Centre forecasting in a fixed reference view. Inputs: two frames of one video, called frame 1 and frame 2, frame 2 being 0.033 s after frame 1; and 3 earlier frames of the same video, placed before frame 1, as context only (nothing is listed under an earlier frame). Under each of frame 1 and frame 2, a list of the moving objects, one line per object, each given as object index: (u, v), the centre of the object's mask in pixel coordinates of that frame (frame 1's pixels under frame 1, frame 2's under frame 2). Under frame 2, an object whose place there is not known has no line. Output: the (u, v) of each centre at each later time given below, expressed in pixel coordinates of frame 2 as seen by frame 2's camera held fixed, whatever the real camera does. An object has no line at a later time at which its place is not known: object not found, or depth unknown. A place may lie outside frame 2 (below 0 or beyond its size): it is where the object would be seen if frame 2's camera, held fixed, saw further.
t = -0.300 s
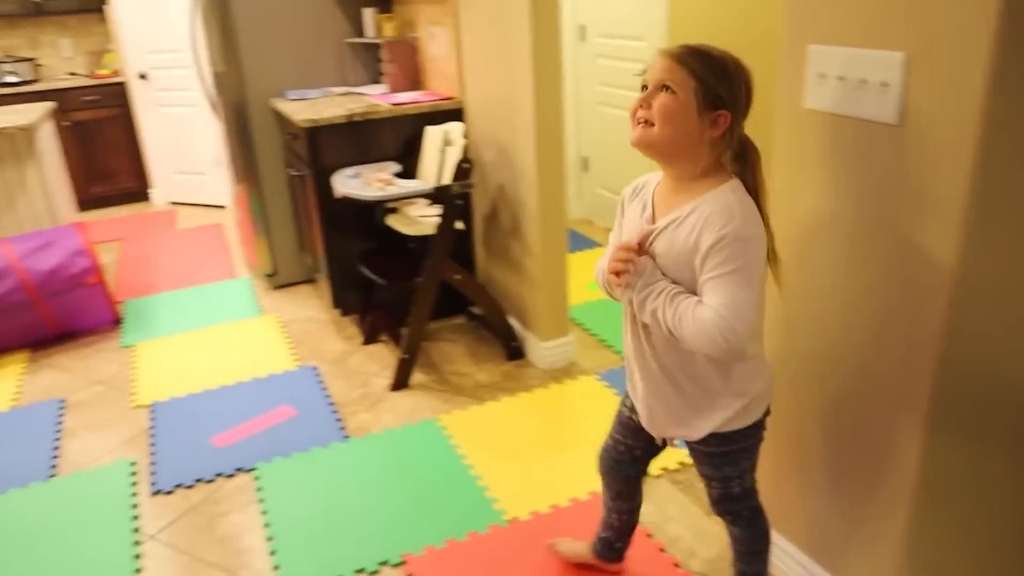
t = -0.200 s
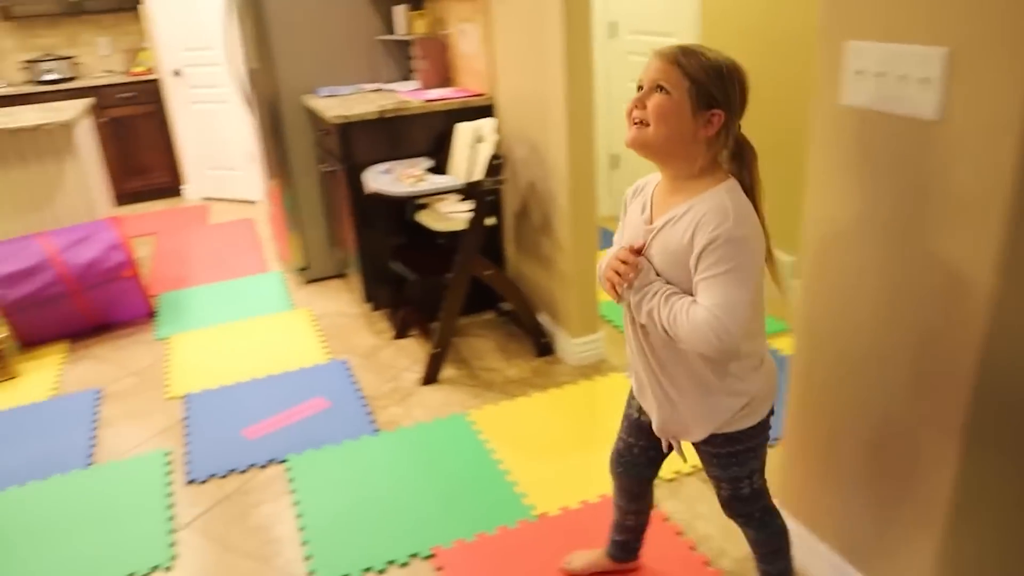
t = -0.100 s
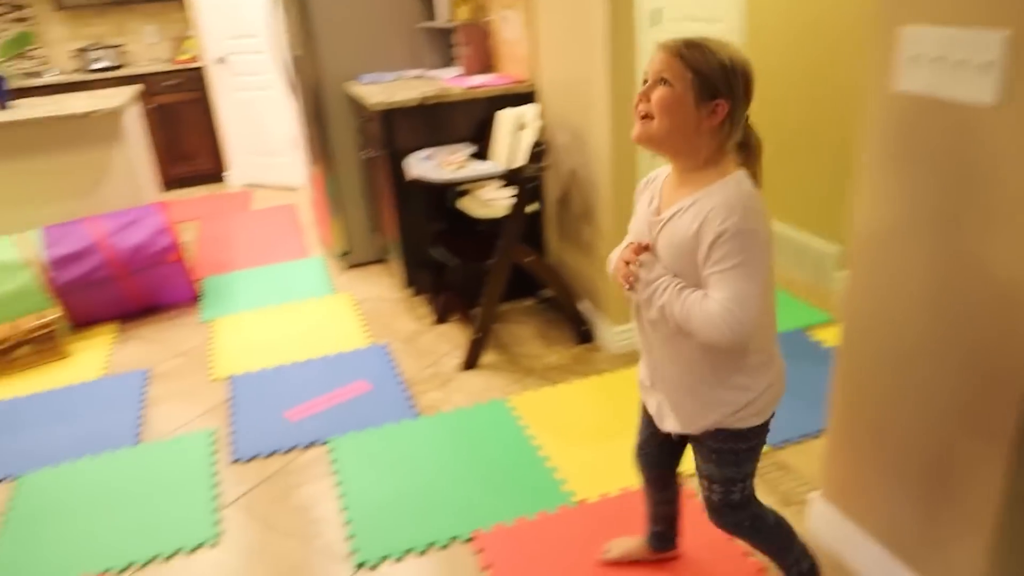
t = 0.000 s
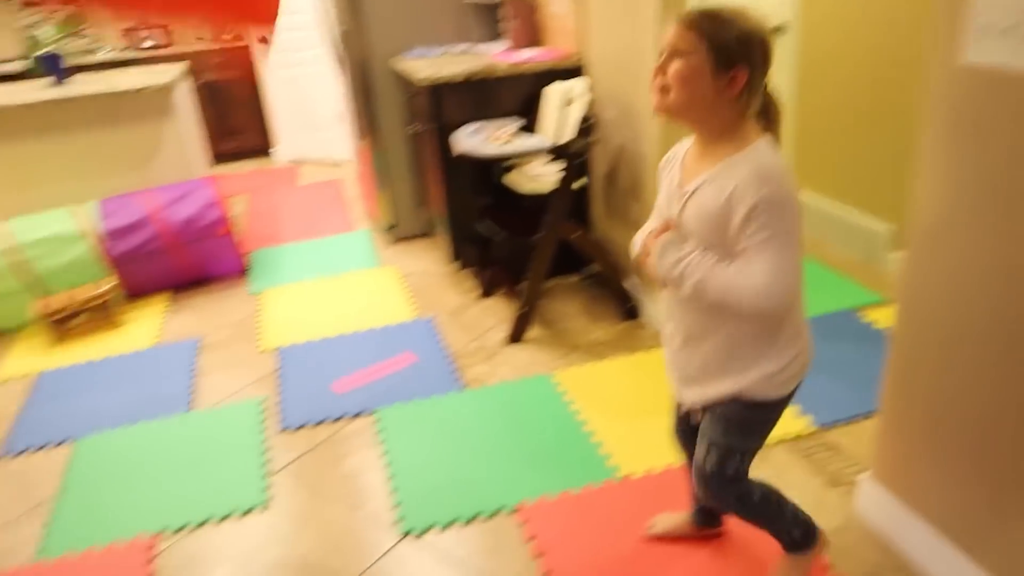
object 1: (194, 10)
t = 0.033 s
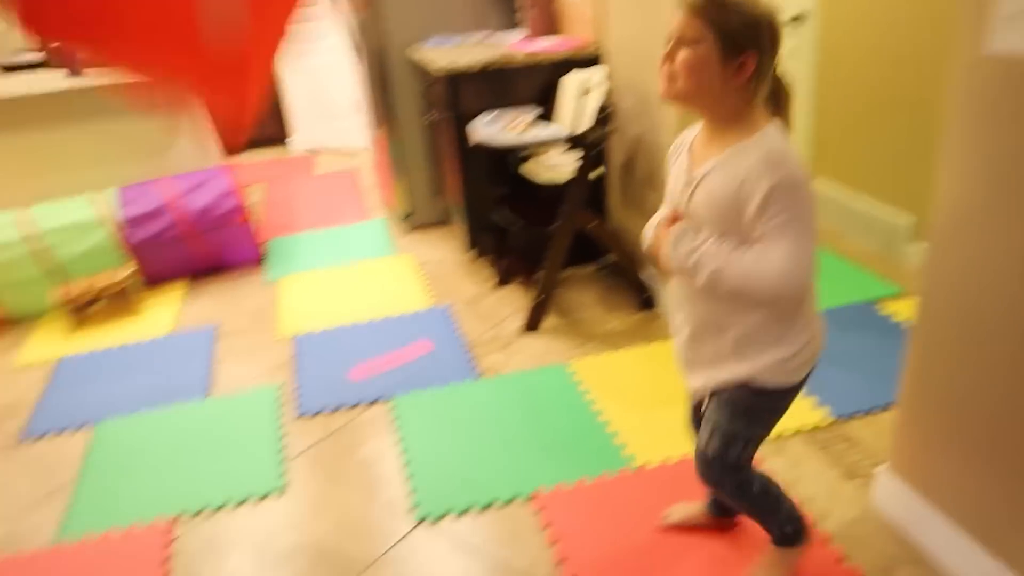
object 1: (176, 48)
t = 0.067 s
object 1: (162, 85)
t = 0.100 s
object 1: (170, 139)
